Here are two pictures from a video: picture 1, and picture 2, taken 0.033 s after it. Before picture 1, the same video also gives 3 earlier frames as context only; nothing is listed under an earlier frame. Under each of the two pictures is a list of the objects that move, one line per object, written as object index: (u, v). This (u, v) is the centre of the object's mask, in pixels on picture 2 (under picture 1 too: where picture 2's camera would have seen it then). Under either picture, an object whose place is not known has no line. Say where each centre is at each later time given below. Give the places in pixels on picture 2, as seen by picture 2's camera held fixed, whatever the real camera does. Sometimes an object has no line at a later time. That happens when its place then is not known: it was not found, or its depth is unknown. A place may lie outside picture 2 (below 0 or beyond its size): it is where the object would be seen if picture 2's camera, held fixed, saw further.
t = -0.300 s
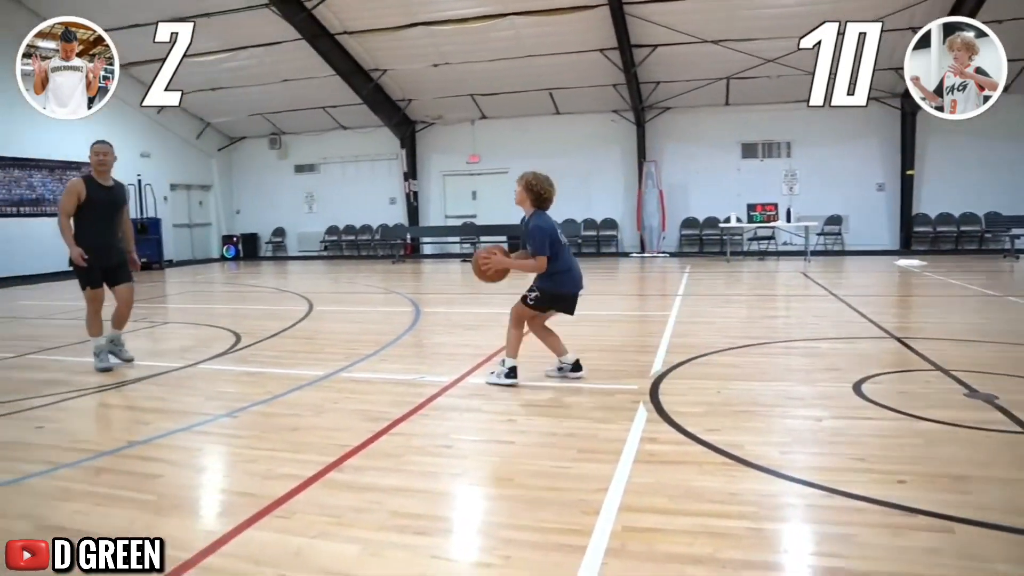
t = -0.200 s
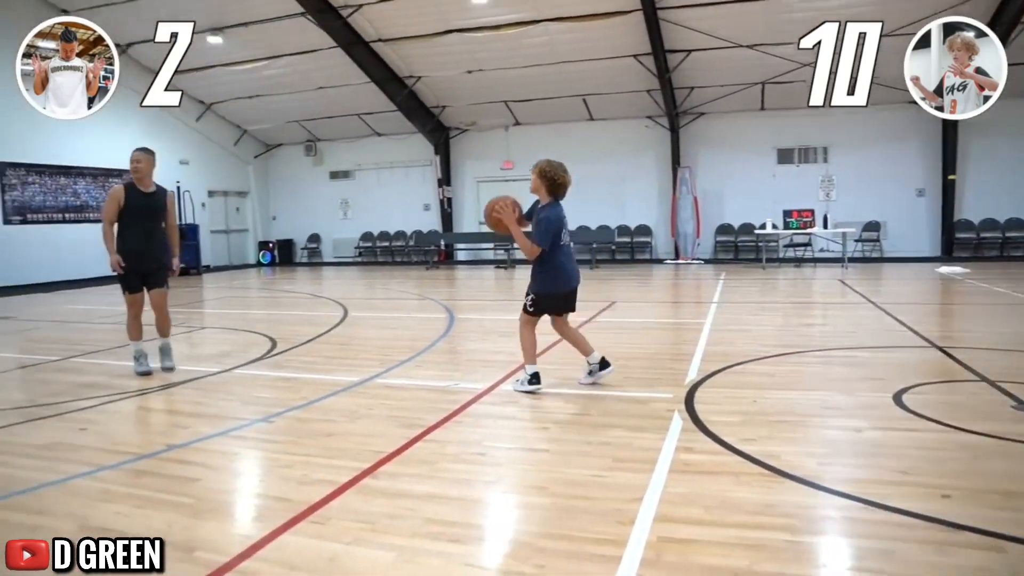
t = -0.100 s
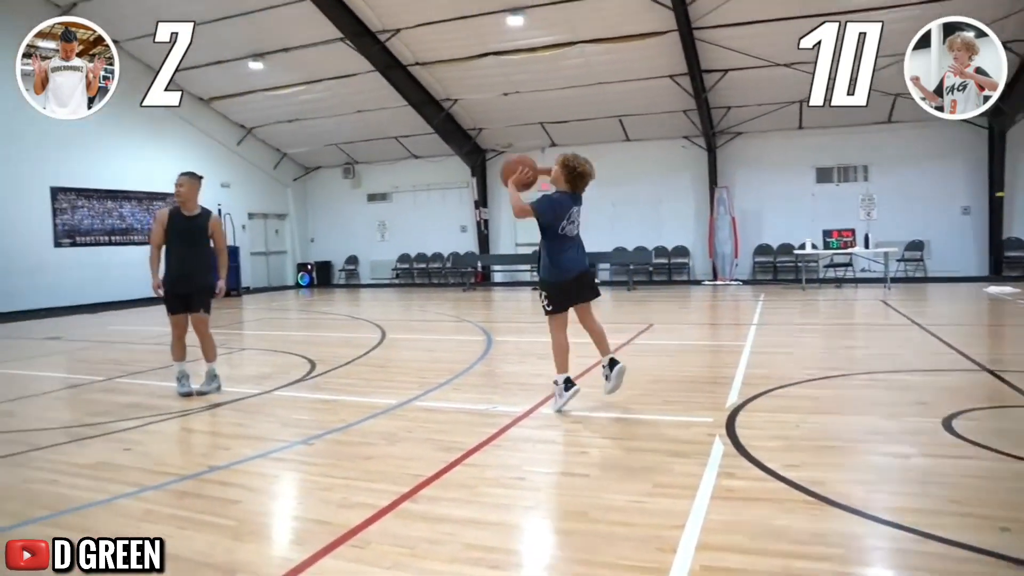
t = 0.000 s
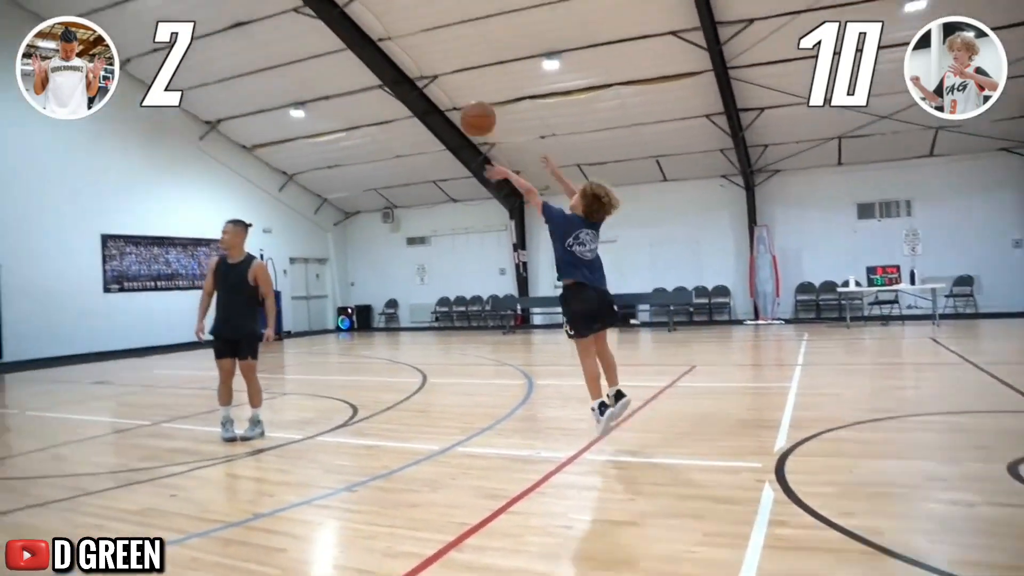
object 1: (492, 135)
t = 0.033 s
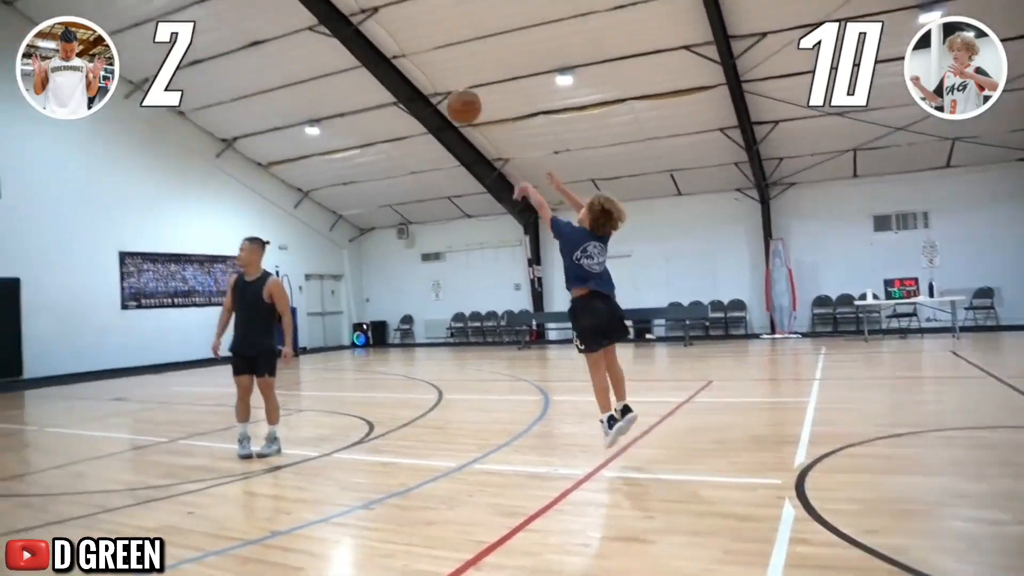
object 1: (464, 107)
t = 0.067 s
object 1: (437, 81)
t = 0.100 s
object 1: (409, 57)
